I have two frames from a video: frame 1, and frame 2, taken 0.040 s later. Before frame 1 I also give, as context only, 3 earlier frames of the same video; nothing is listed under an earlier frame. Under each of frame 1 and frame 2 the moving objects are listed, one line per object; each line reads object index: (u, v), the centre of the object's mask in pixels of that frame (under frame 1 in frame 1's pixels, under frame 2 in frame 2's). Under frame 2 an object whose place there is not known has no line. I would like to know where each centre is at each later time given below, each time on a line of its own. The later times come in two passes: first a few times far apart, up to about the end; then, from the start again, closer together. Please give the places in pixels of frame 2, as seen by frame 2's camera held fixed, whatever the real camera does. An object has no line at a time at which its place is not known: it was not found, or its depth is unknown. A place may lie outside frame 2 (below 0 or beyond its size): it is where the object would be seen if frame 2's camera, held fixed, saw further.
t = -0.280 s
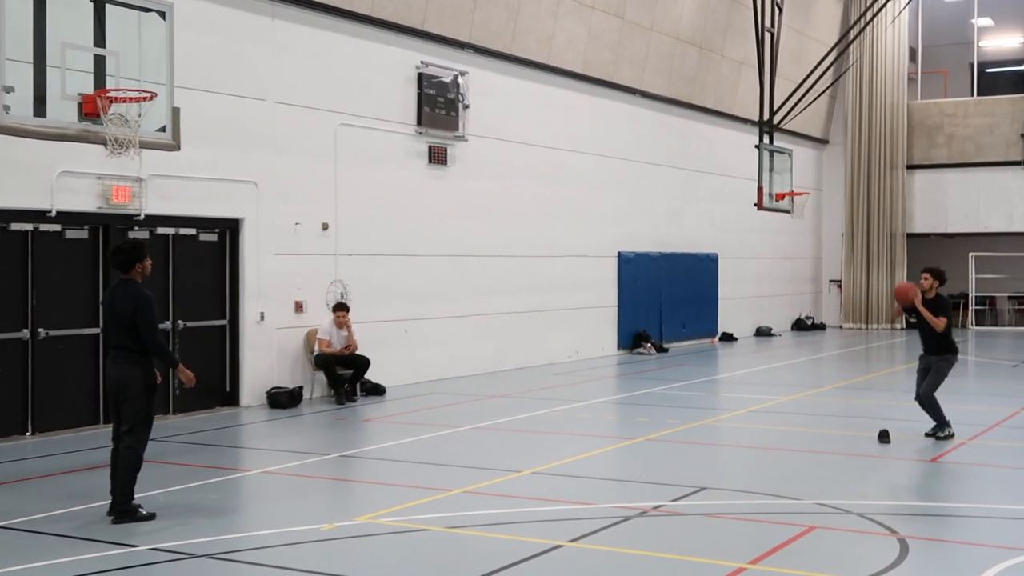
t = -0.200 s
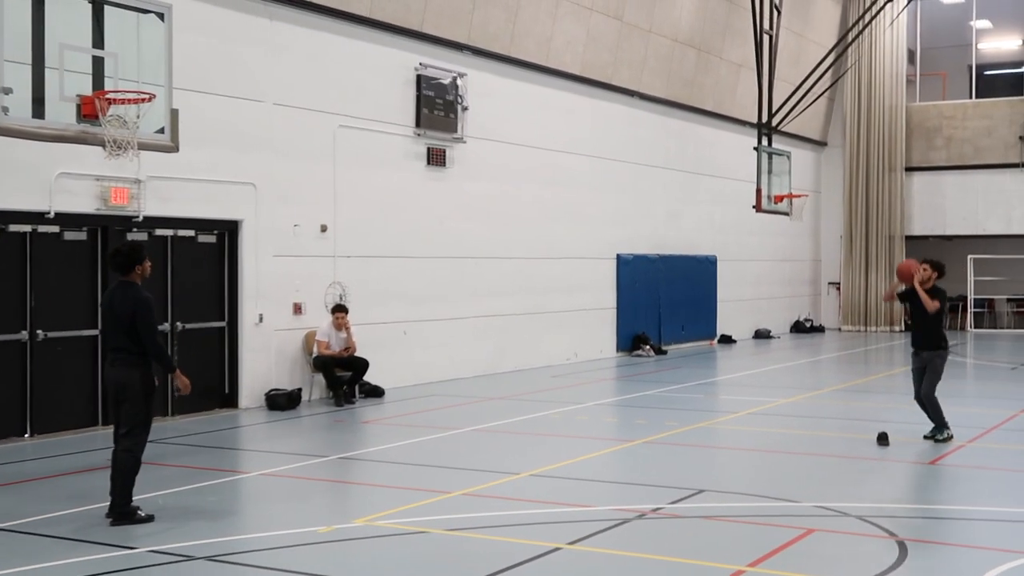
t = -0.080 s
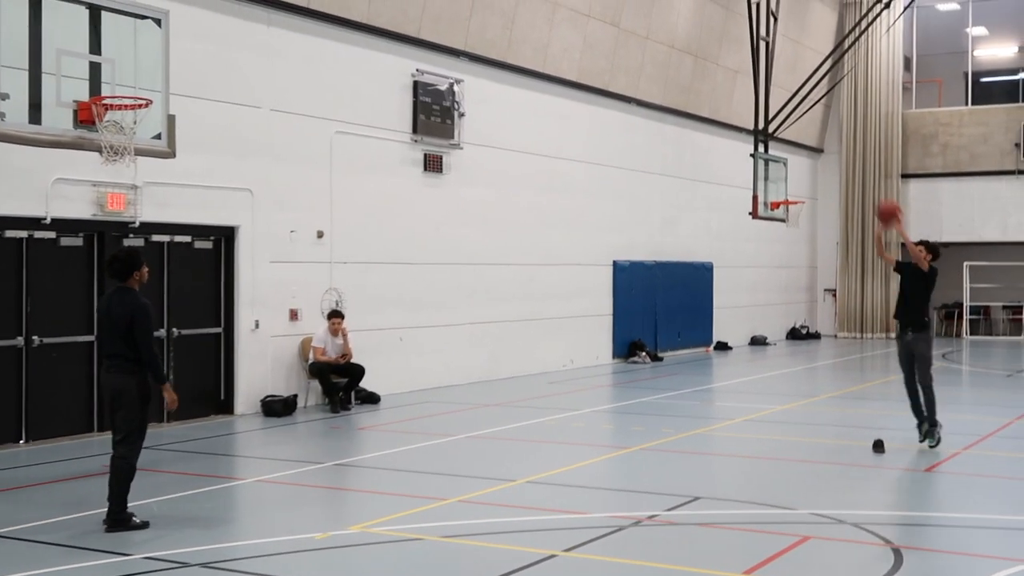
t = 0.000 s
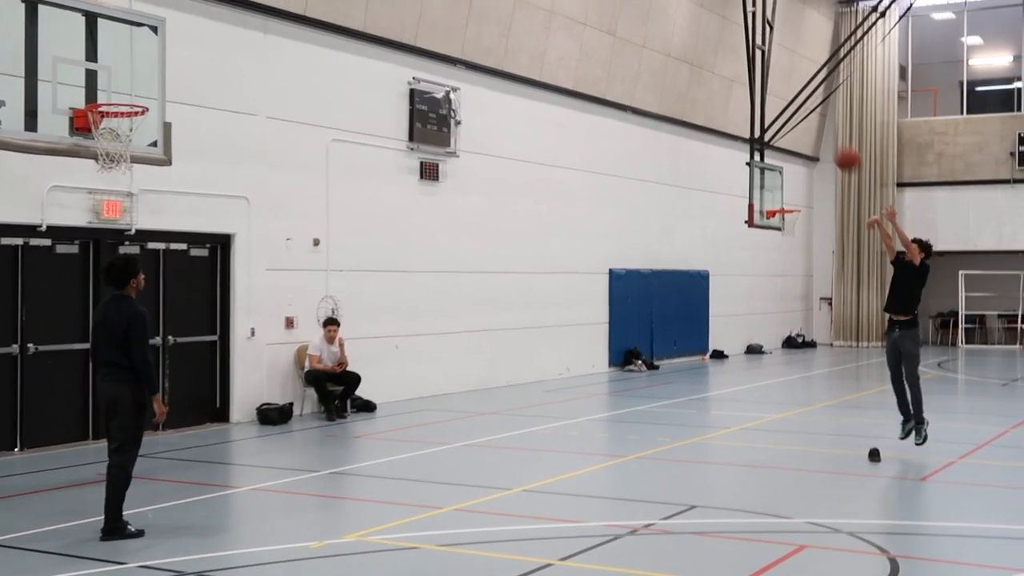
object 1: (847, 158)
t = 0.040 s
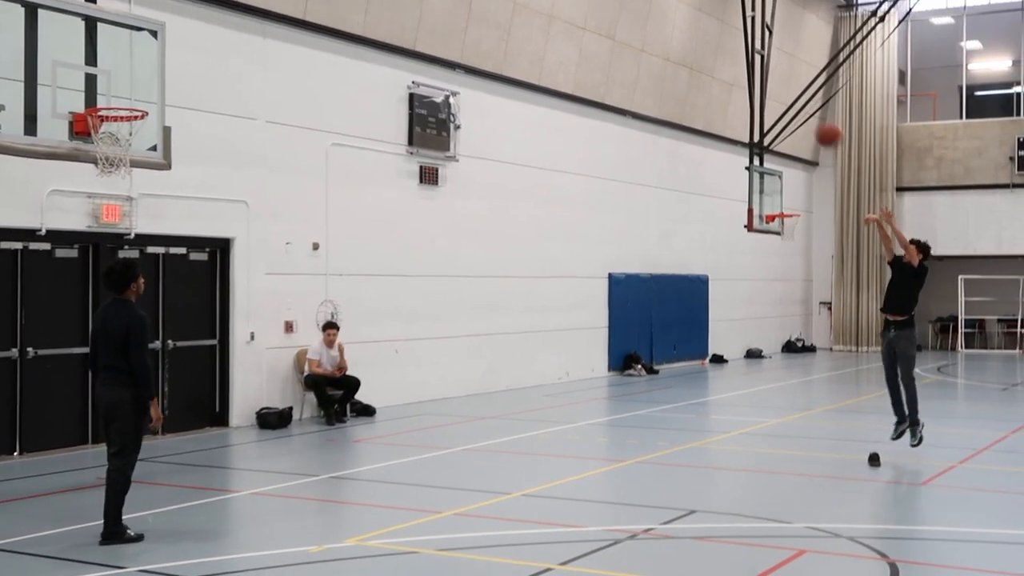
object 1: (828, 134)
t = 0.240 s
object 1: (734, 13)
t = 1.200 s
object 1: (236, 1)
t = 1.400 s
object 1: (136, 82)
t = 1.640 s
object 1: (81, 0)
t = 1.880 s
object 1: (87, -13)
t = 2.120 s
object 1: (95, 47)
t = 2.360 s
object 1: (104, 187)
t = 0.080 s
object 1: (810, 107)
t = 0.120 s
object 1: (791, 81)
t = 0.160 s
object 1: (772, 56)
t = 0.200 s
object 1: (754, 33)
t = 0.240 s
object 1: (734, 13)
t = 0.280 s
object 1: (716, -7)
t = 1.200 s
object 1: (236, 1)
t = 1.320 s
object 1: (166, 76)
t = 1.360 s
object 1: (145, 101)
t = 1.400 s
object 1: (136, 82)
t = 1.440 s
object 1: (127, 64)
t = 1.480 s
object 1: (117, 48)
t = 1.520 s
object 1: (109, 33)
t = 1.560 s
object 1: (100, 20)
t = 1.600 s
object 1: (90, 9)
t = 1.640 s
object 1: (81, 0)
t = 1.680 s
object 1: (82, -7)
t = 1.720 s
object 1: (83, -12)
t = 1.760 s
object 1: (84, -15)
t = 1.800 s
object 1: (85, -16)
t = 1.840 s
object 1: (86, -15)
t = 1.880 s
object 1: (87, -13)
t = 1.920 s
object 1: (89, -8)
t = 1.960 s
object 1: (90, -1)
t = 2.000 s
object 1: (91, 7)
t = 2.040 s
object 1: (92, 18)
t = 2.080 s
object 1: (94, 32)
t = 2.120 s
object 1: (95, 47)
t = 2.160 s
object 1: (96, 65)
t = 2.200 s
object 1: (98, 84)
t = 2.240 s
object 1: (99, 107)
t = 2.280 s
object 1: (101, 133)
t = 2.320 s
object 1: (103, 159)
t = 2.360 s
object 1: (104, 187)
